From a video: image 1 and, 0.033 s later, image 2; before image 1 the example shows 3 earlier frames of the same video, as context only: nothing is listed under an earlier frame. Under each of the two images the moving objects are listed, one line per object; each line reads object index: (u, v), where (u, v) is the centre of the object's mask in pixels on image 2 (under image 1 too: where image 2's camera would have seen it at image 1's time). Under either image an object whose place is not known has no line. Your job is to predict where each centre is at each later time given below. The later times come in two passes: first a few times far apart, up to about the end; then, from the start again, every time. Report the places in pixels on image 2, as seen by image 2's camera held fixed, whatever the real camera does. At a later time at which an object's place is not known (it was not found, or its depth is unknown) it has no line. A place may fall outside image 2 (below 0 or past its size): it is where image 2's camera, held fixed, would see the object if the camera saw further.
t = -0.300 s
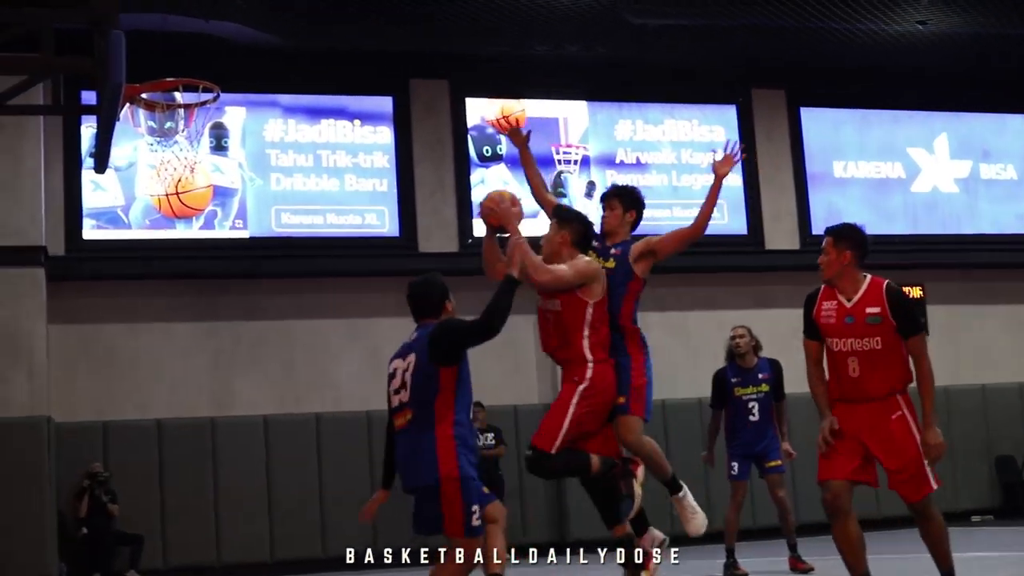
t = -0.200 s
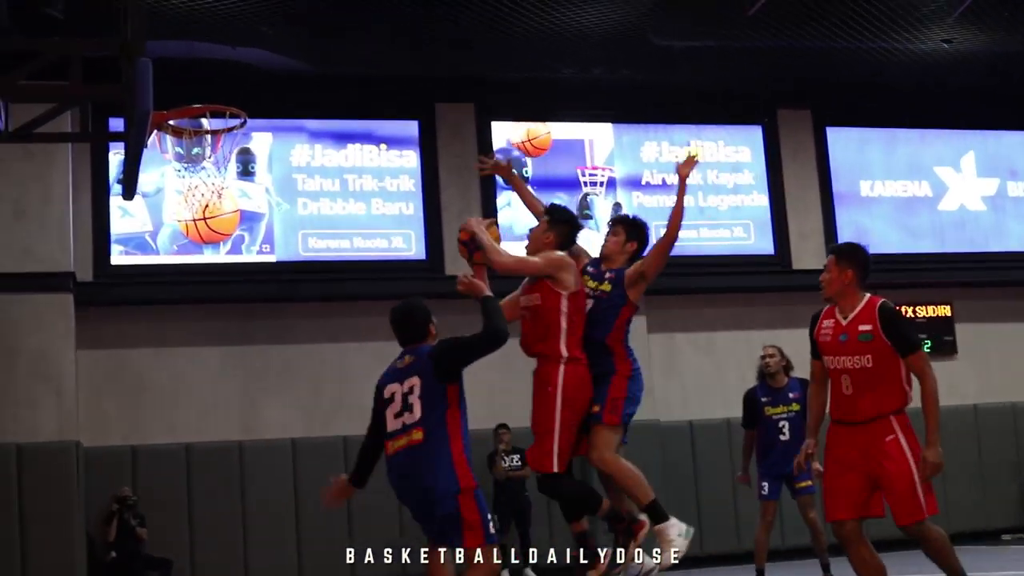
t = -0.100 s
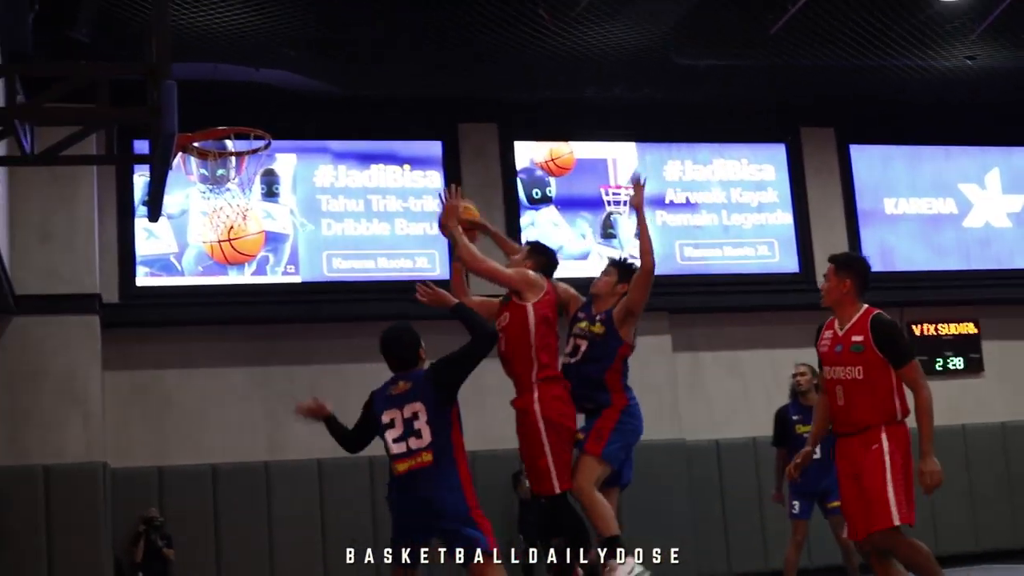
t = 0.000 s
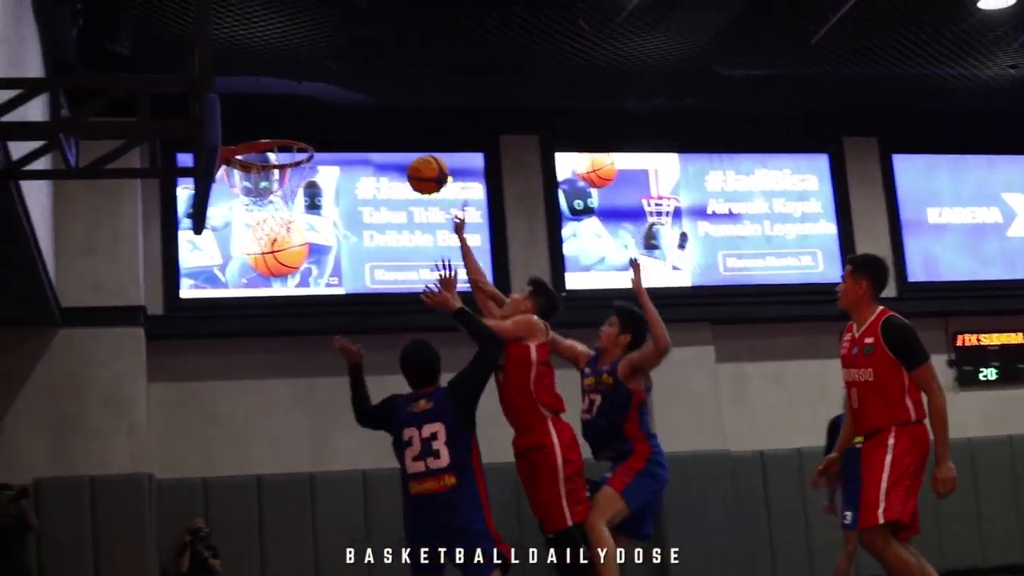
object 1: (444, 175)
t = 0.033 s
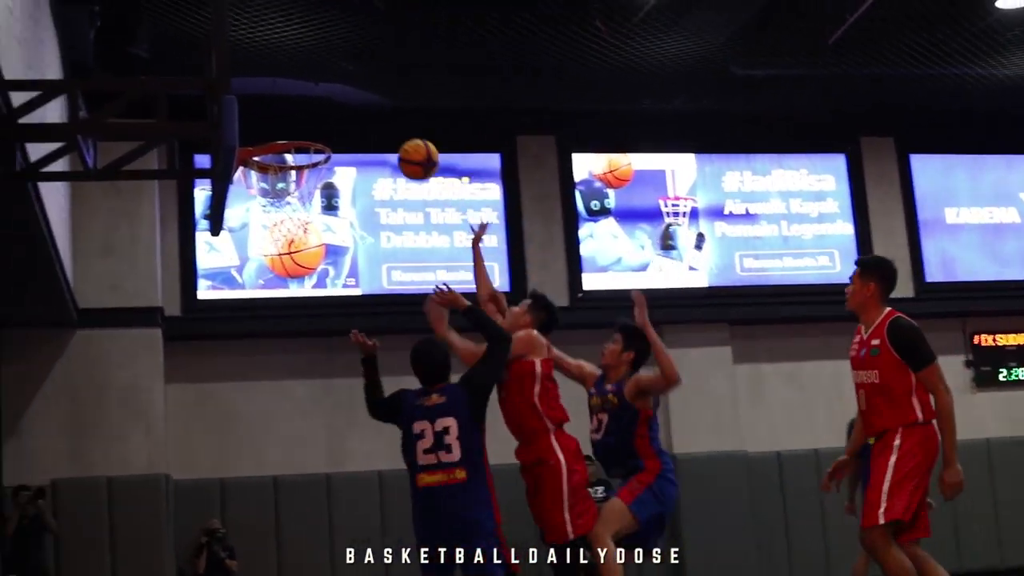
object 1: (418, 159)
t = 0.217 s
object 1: (285, 111)
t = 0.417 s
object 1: (304, 126)
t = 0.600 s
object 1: (387, 198)
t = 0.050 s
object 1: (405, 152)
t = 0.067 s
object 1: (392, 145)
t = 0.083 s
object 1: (380, 139)
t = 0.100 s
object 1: (368, 134)
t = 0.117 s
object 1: (356, 130)
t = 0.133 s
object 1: (343, 125)
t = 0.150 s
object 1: (332, 121)
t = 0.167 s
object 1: (320, 118)
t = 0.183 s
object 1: (308, 115)
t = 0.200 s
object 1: (296, 112)
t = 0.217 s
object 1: (285, 111)
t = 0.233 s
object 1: (274, 109)
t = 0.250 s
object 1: (263, 108)
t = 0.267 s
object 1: (254, 108)
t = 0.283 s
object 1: (248, 106)
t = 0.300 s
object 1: (252, 108)
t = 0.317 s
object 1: (258, 110)
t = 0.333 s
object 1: (265, 111)
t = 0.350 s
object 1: (272, 114)
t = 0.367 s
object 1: (281, 117)
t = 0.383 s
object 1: (288, 120)
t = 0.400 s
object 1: (296, 123)
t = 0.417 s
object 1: (304, 126)
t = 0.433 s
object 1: (312, 129)
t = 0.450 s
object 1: (320, 133)
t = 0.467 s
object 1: (329, 137)
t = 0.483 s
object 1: (336, 145)
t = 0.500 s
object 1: (344, 152)
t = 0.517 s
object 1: (350, 159)
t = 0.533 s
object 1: (358, 166)
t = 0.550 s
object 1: (365, 174)
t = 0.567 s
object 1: (372, 181)
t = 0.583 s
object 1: (380, 190)
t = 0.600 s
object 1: (387, 198)
